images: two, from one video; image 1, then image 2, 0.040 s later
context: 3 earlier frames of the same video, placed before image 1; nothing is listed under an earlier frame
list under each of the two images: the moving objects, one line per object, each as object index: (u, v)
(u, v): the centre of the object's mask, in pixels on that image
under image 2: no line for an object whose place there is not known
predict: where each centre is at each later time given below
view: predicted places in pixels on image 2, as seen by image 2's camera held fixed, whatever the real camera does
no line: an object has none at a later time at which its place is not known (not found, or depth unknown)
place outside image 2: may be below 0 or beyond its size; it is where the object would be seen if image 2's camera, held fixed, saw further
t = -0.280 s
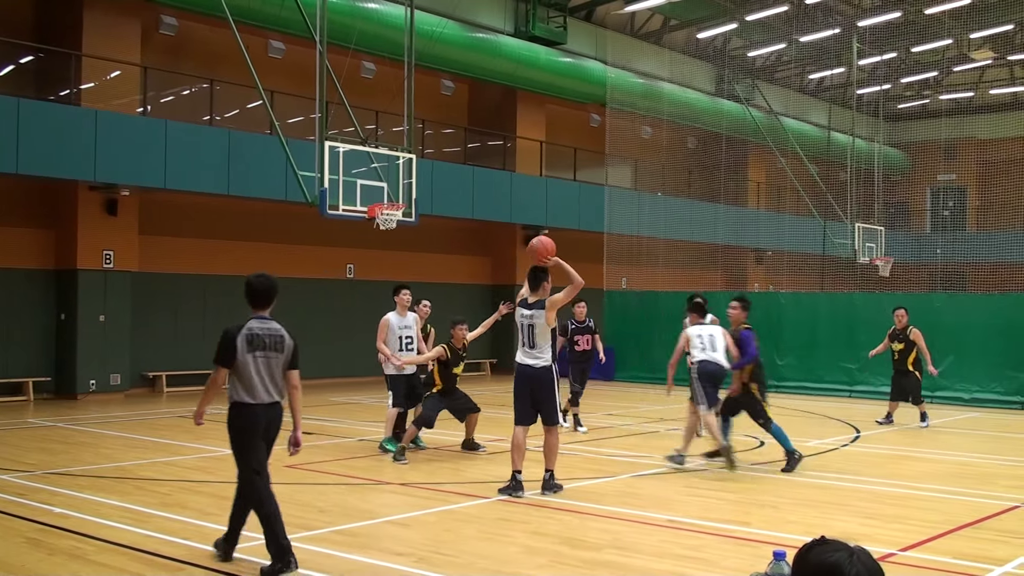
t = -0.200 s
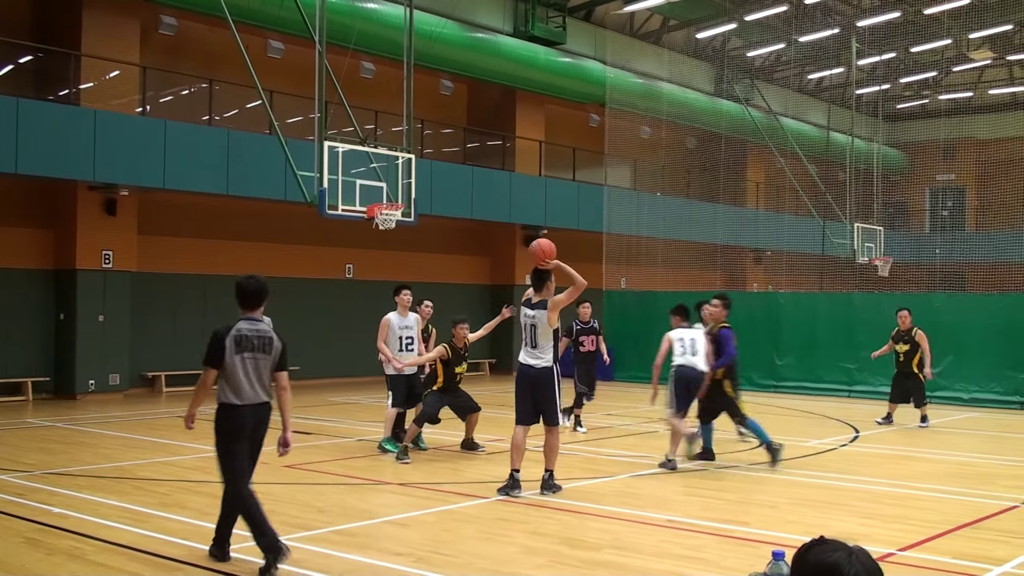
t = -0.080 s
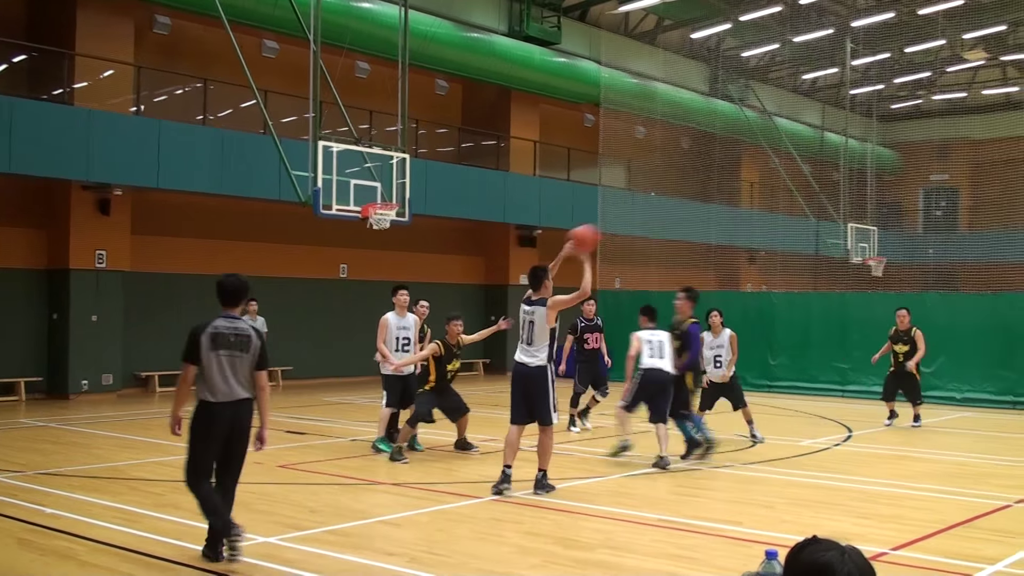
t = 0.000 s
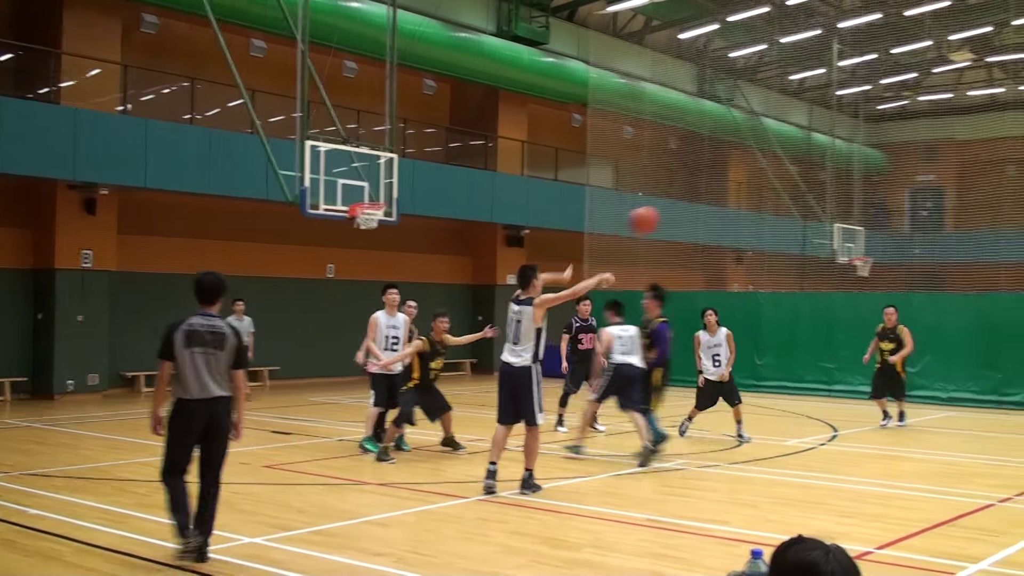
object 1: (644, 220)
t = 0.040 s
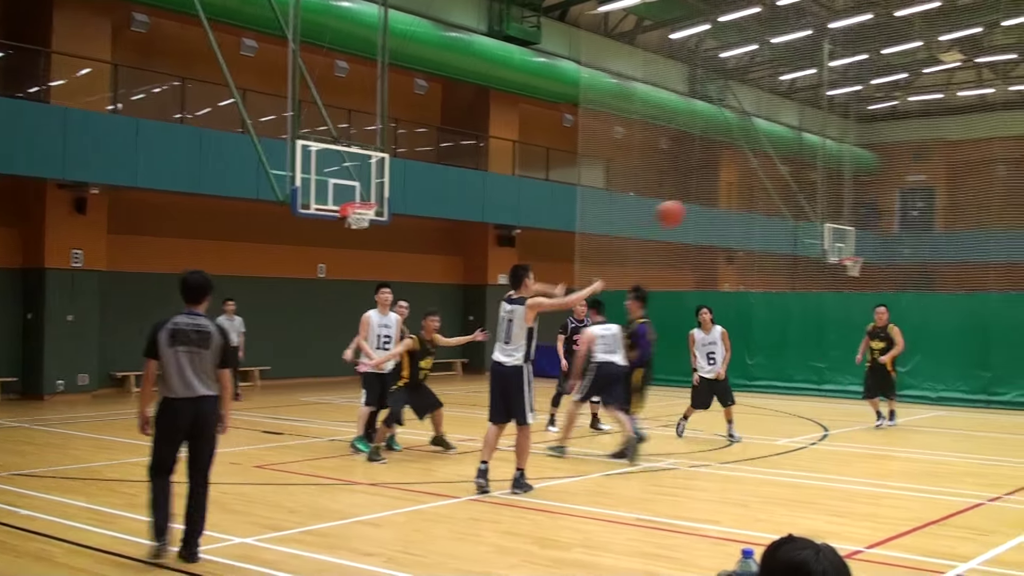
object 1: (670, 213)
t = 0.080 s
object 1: (705, 209)
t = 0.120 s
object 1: (738, 207)
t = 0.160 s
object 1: (770, 205)
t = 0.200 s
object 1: (802, 207)
